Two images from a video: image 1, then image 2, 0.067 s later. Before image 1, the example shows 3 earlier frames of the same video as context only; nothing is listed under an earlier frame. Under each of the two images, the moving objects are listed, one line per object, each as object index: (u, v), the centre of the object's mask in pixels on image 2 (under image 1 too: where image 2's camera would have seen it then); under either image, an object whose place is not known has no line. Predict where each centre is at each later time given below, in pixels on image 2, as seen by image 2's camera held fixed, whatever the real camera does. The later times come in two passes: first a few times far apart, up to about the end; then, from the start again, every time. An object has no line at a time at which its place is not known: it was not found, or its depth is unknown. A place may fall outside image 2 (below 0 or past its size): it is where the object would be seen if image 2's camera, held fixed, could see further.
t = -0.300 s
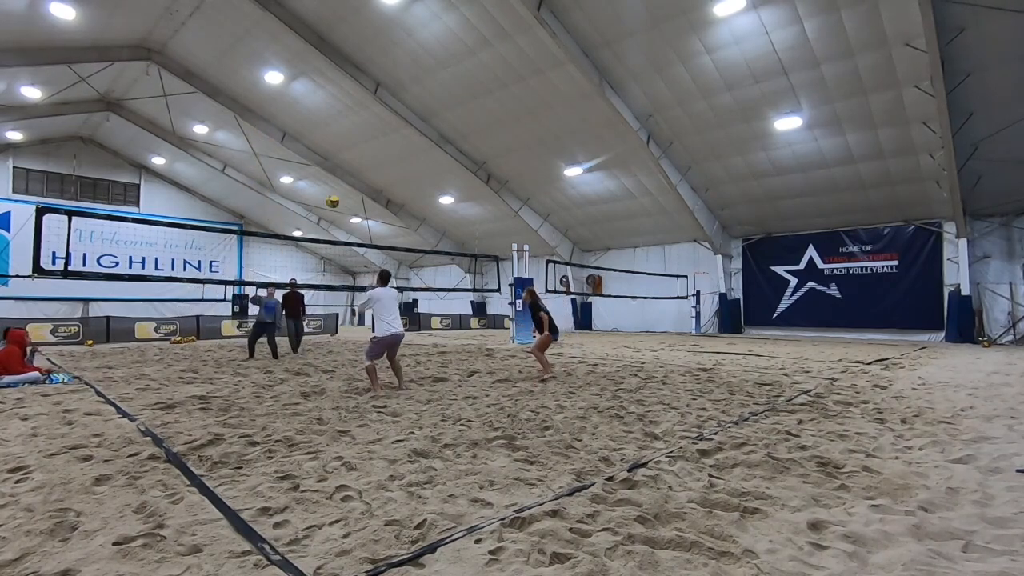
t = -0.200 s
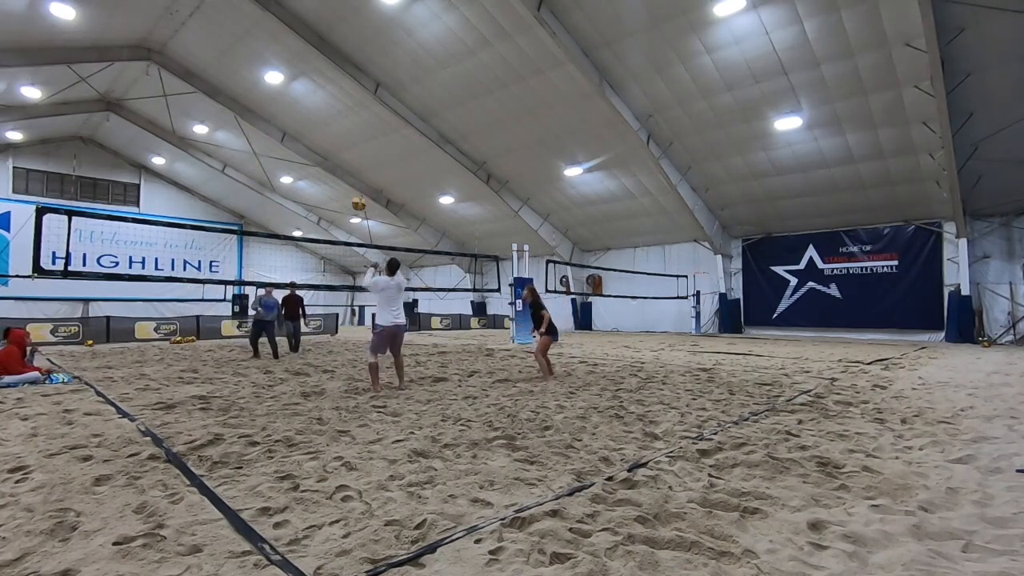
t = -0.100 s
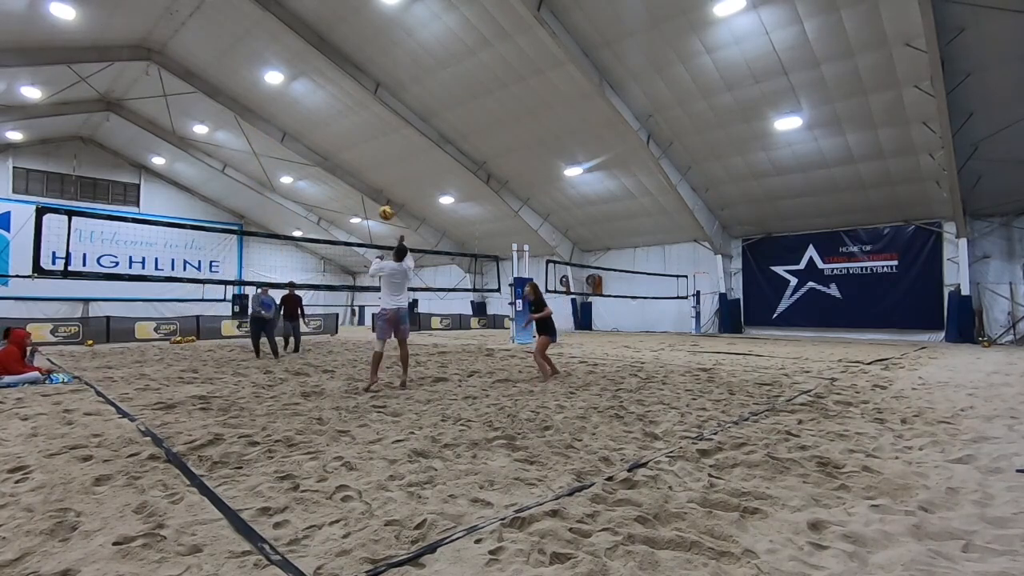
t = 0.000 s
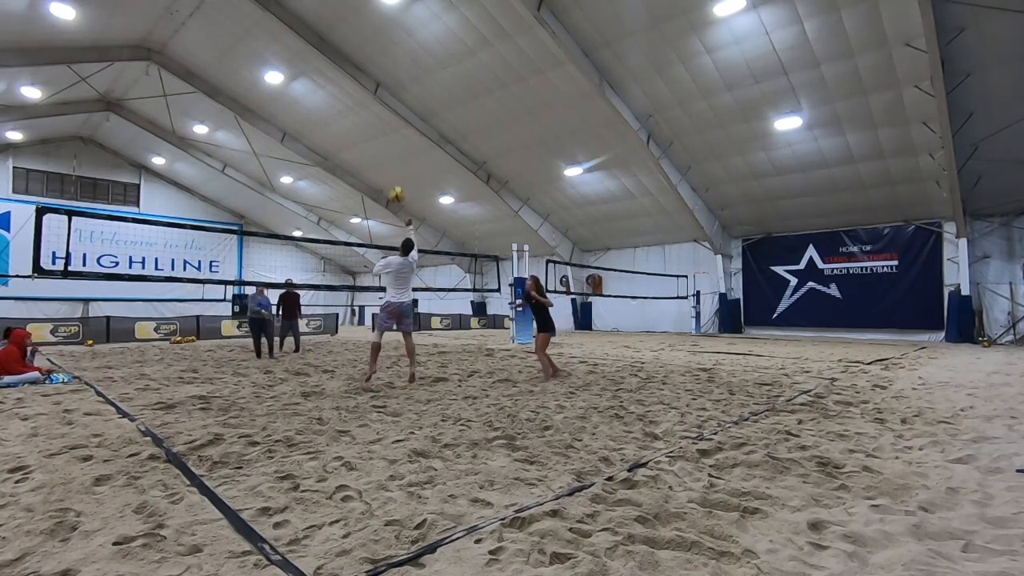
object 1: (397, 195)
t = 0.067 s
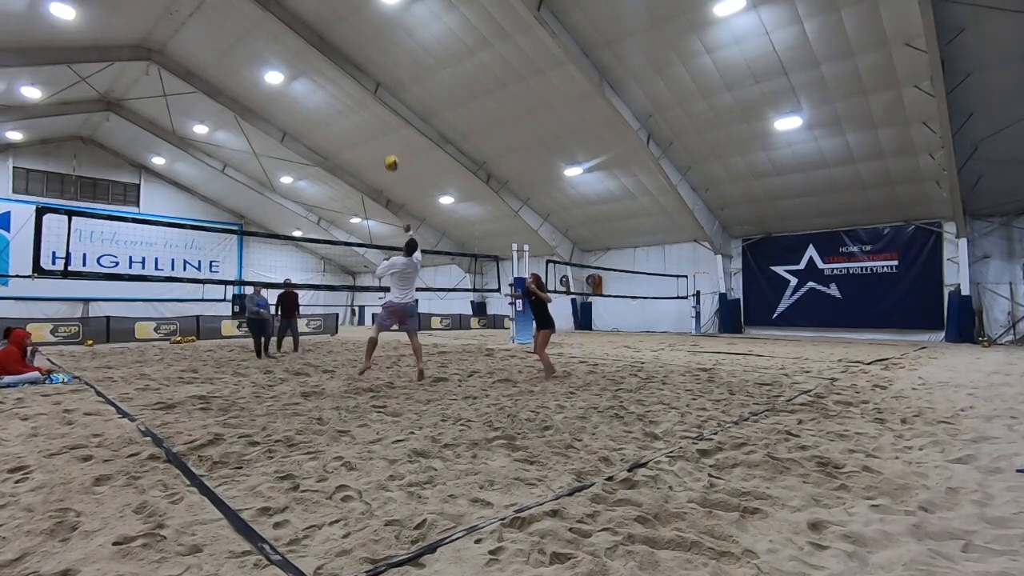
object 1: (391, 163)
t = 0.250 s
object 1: (376, 92)
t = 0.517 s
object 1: (354, 33)
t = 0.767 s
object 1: (333, 23)
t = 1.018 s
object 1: (311, 56)
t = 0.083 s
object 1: (390, 155)
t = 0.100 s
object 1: (388, 148)
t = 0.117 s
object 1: (387, 141)
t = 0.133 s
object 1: (386, 134)
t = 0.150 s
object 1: (384, 128)
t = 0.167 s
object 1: (383, 121)
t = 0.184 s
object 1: (382, 115)
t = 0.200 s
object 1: (381, 109)
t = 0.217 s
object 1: (378, 103)
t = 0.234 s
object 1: (378, 97)
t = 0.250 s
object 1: (376, 92)
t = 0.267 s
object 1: (375, 86)
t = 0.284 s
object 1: (374, 81)
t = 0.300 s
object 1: (372, 76)
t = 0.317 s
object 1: (371, 72)
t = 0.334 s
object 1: (369, 67)
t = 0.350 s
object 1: (368, 63)
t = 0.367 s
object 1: (367, 59)
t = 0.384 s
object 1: (366, 55)
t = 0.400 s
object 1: (364, 52)
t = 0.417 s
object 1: (363, 48)
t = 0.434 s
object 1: (362, 45)
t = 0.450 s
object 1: (360, 42)
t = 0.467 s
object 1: (358, 40)
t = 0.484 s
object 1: (357, 37)
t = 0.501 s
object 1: (356, 35)
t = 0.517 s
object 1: (354, 33)
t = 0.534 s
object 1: (353, 31)
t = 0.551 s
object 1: (351, 29)
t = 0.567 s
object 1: (350, 28)
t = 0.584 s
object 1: (349, 26)
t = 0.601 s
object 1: (347, 25)
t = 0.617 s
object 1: (346, 24)
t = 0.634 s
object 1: (344, 23)
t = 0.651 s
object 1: (343, 22)
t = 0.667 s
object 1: (342, 21)
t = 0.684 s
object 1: (340, 21)
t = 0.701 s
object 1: (339, 21)
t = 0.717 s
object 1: (338, 20)
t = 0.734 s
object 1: (336, 22)
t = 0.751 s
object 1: (334, 22)
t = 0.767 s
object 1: (333, 23)
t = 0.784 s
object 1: (332, 24)
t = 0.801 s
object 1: (330, 25)
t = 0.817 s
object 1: (328, 26)
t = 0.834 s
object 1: (327, 27)
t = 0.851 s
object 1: (326, 29)
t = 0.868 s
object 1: (324, 30)
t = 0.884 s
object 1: (322, 32)
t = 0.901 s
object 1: (321, 34)
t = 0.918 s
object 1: (320, 36)
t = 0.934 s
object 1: (319, 39)
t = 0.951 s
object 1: (317, 43)
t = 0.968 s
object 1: (316, 45)
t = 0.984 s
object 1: (314, 49)
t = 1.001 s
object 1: (312, 52)
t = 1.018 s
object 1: (311, 56)
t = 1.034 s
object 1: (310, 59)
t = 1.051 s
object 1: (309, 63)
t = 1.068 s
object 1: (307, 67)
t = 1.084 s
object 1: (305, 72)
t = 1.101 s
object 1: (304, 76)
